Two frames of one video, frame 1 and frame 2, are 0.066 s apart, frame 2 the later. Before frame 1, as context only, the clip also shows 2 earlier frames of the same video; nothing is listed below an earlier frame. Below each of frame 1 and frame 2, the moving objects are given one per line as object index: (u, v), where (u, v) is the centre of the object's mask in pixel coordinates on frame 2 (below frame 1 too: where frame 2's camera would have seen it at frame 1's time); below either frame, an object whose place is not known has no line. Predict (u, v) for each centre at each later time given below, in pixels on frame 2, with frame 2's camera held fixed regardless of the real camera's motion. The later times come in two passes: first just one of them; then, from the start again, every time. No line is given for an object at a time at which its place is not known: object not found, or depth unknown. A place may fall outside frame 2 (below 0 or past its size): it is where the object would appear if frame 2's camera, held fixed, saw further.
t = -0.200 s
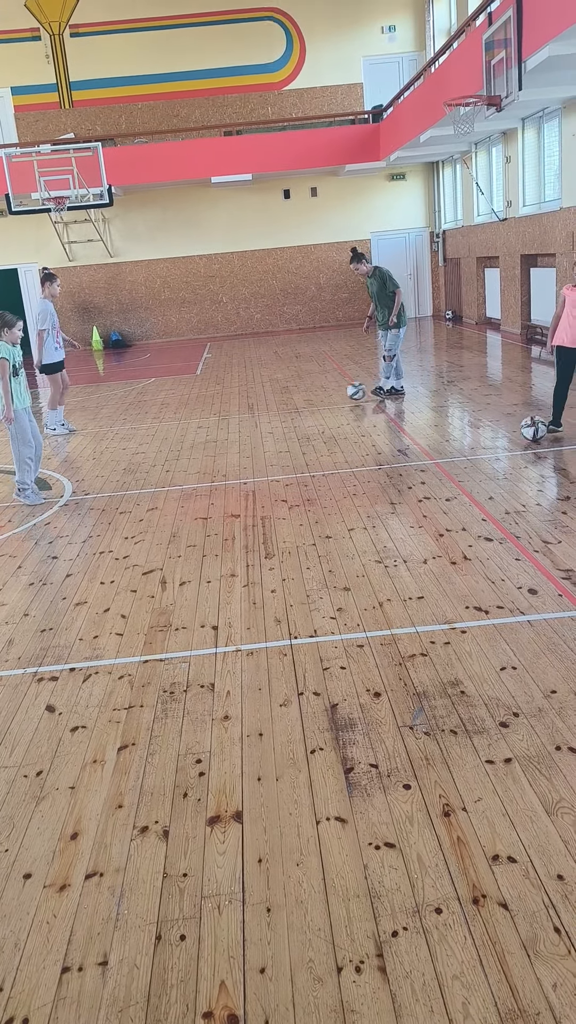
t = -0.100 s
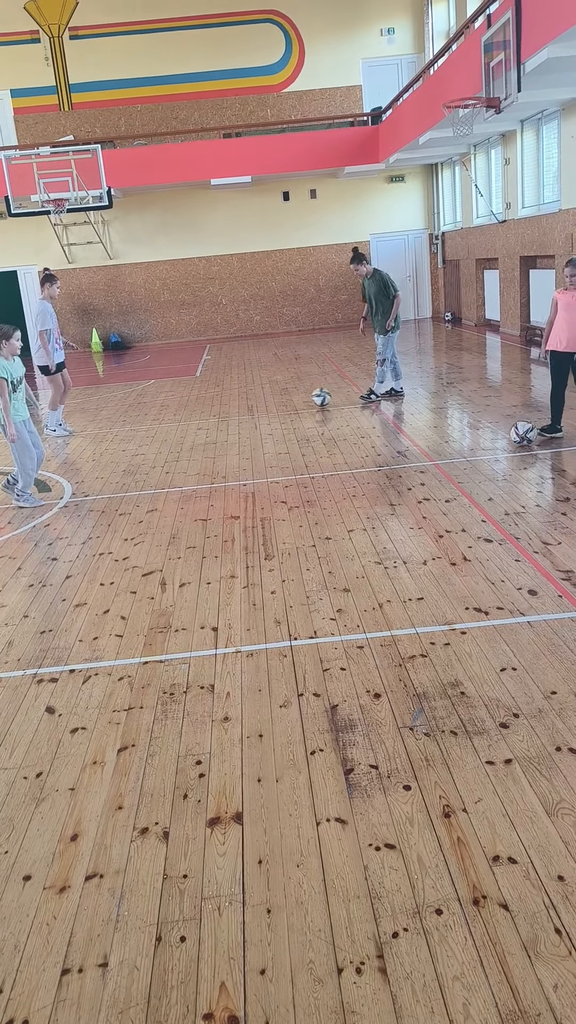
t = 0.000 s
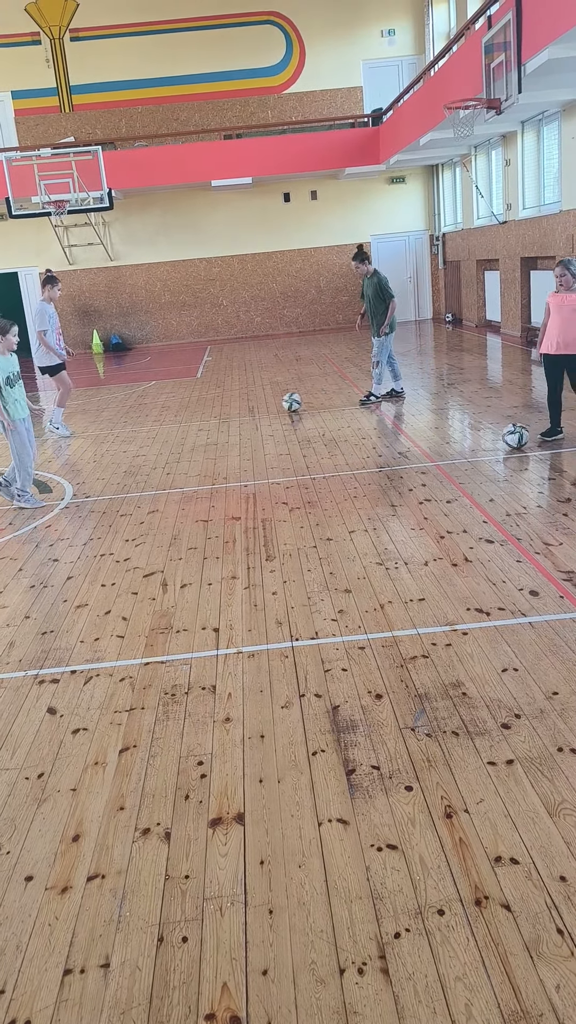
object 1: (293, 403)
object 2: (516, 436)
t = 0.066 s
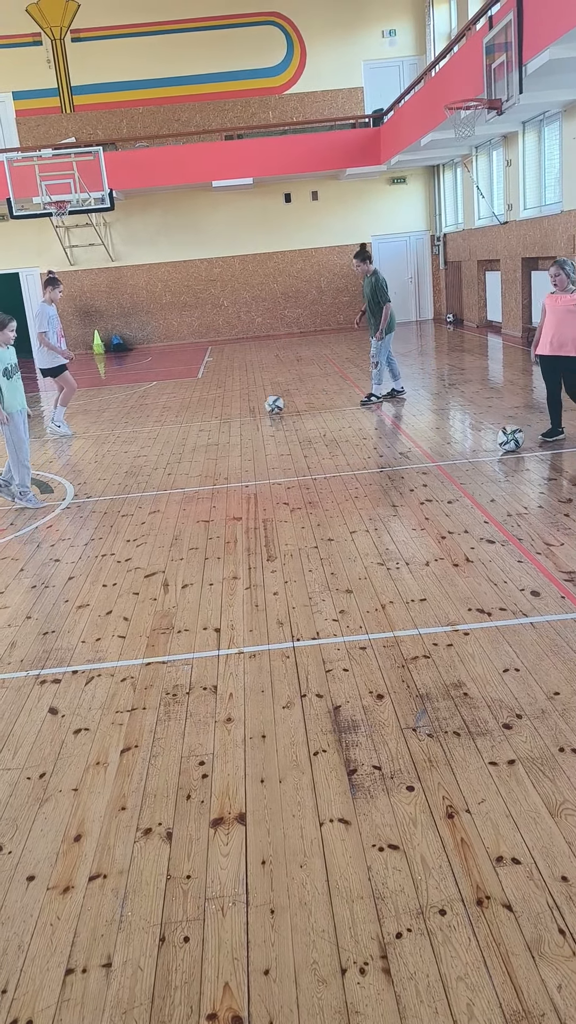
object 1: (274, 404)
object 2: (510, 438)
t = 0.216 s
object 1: (239, 408)
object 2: (497, 442)
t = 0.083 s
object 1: (270, 405)
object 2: (509, 438)
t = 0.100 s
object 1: (266, 405)
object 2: (507, 438)
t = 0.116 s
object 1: (262, 406)
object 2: (505, 439)
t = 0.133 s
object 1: (258, 406)
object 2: (504, 439)
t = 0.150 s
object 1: (254, 406)
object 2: (503, 439)
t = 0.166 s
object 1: (250, 407)
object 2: (502, 440)
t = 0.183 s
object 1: (246, 407)
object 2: (500, 441)
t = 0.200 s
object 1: (243, 408)
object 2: (499, 442)
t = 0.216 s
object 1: (239, 408)
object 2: (497, 442)
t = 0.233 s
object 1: (235, 408)
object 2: (496, 443)
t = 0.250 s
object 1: (231, 409)
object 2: (494, 443)
